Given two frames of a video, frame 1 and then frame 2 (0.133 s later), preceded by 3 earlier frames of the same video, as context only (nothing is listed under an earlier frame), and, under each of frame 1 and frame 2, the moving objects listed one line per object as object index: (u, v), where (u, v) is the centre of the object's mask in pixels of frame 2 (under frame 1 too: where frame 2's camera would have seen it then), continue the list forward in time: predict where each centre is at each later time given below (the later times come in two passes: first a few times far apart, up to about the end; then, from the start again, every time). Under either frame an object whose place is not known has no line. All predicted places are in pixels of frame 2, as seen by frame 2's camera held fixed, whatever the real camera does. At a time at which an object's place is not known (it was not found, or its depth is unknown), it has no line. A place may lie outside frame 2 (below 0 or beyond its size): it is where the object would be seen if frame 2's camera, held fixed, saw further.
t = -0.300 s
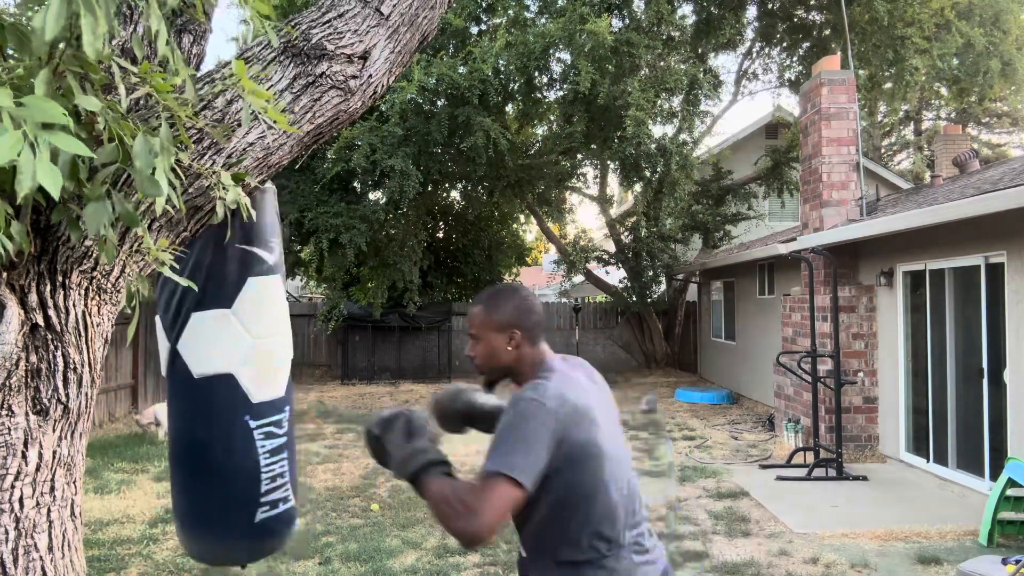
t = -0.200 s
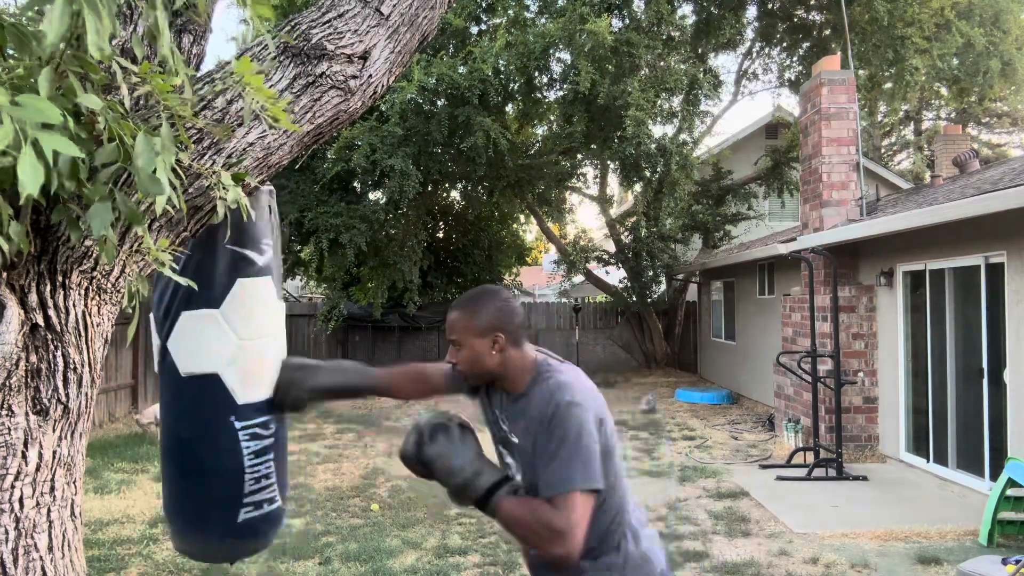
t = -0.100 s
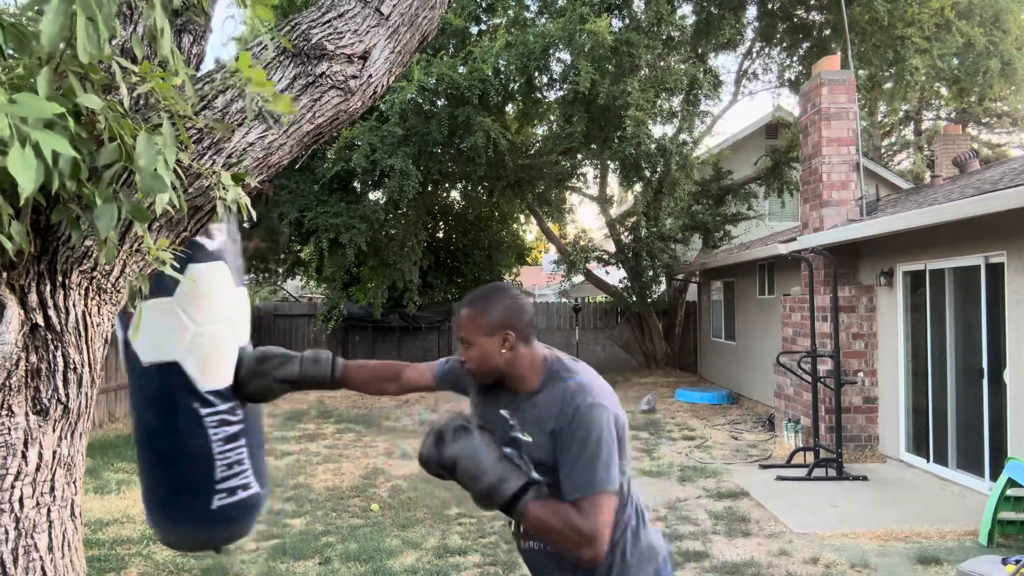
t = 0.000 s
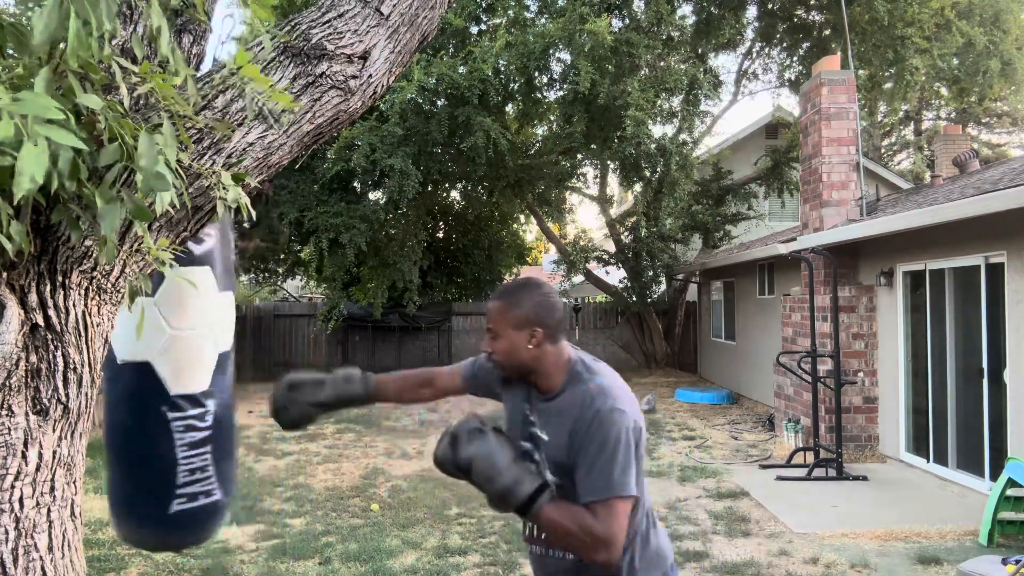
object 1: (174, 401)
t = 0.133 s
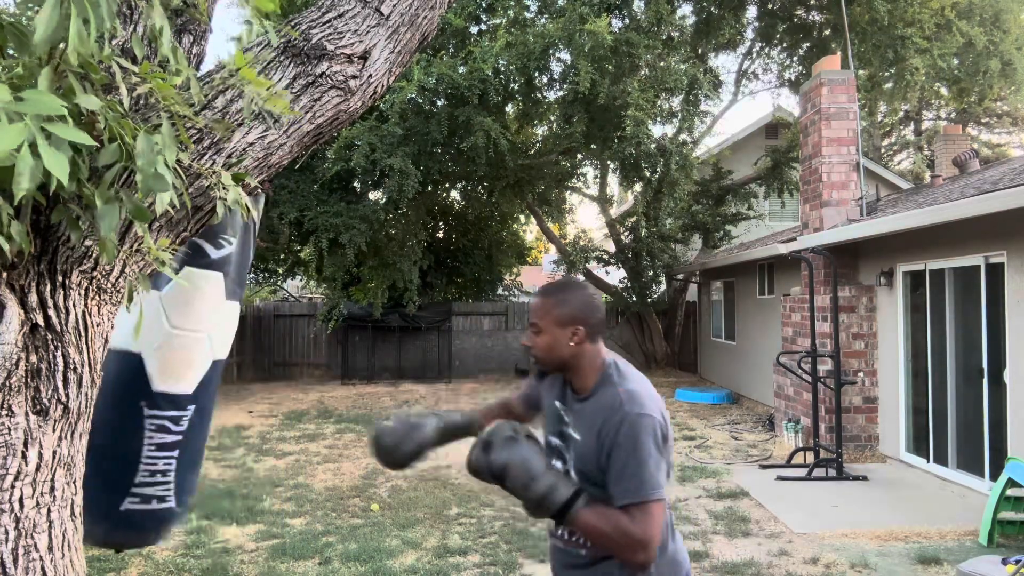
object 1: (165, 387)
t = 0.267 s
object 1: (151, 401)
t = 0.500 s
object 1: (158, 400)
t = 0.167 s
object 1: (163, 386)
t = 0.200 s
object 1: (161, 388)
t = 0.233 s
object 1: (156, 394)
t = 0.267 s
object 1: (151, 401)
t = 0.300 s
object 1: (147, 407)
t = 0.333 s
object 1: (147, 408)
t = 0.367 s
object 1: (147, 407)
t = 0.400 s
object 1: (149, 407)
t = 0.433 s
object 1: (151, 405)
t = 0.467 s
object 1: (155, 402)
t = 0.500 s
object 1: (158, 400)
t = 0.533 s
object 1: (162, 399)
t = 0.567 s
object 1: (163, 402)
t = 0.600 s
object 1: (164, 408)
